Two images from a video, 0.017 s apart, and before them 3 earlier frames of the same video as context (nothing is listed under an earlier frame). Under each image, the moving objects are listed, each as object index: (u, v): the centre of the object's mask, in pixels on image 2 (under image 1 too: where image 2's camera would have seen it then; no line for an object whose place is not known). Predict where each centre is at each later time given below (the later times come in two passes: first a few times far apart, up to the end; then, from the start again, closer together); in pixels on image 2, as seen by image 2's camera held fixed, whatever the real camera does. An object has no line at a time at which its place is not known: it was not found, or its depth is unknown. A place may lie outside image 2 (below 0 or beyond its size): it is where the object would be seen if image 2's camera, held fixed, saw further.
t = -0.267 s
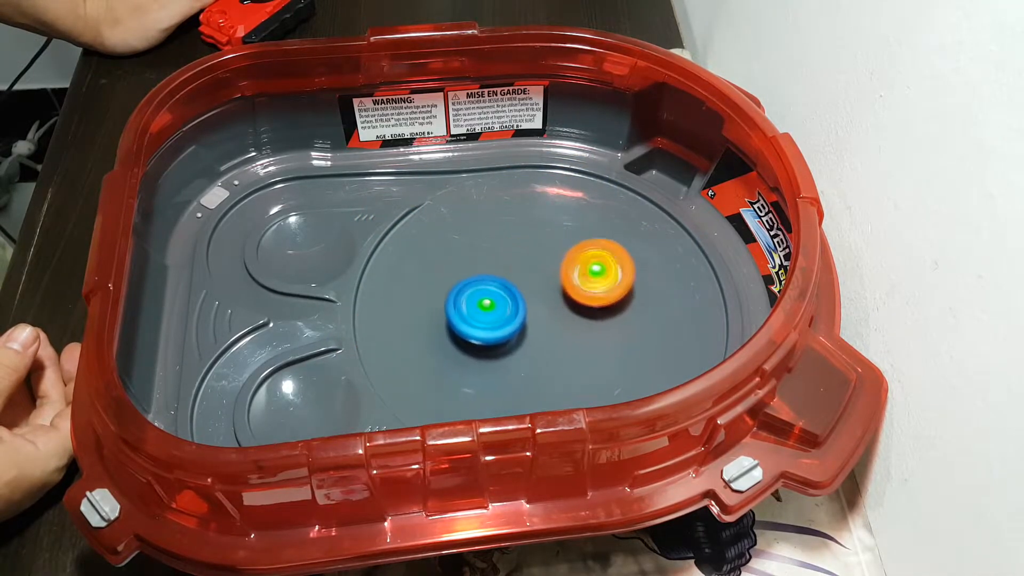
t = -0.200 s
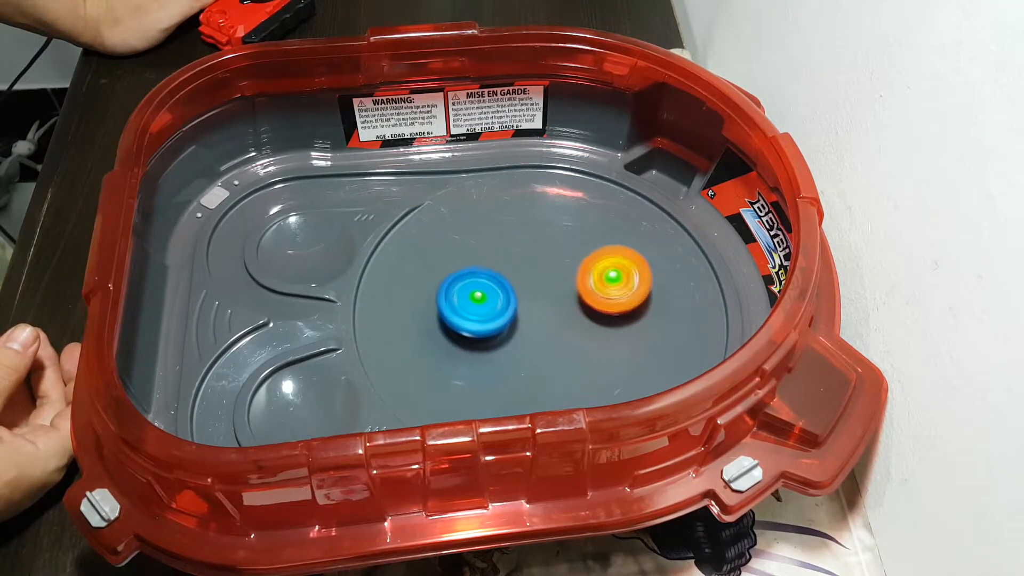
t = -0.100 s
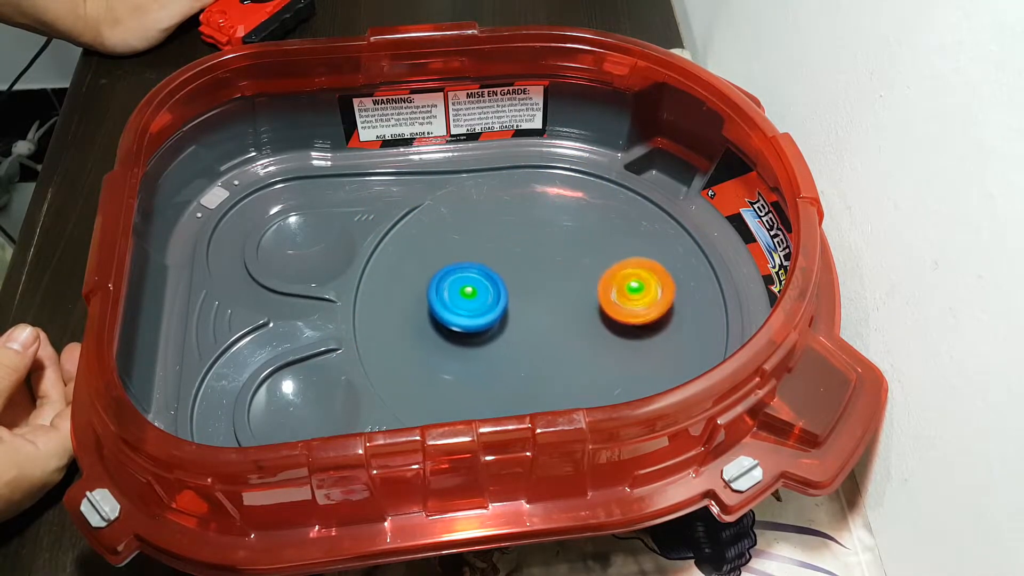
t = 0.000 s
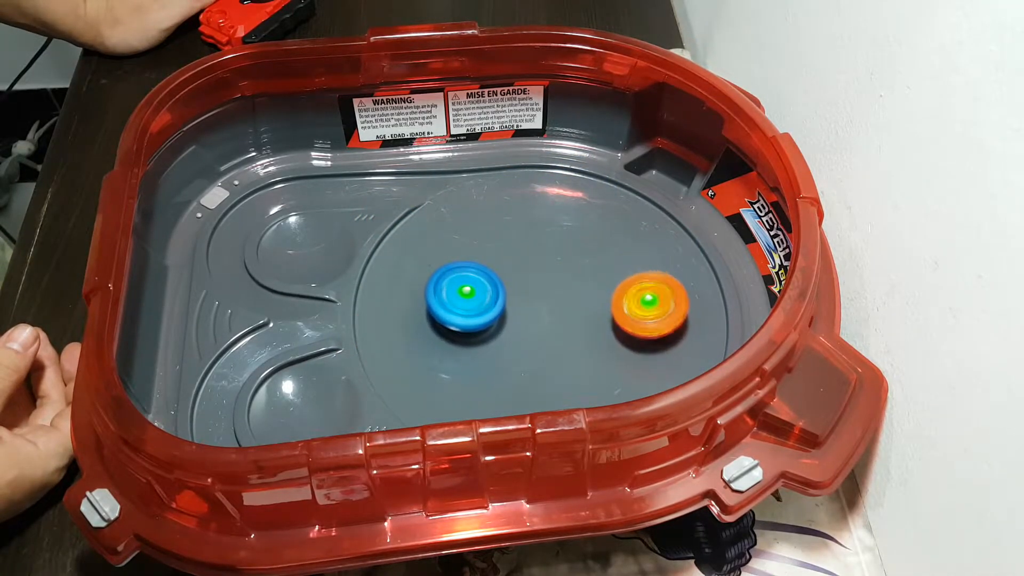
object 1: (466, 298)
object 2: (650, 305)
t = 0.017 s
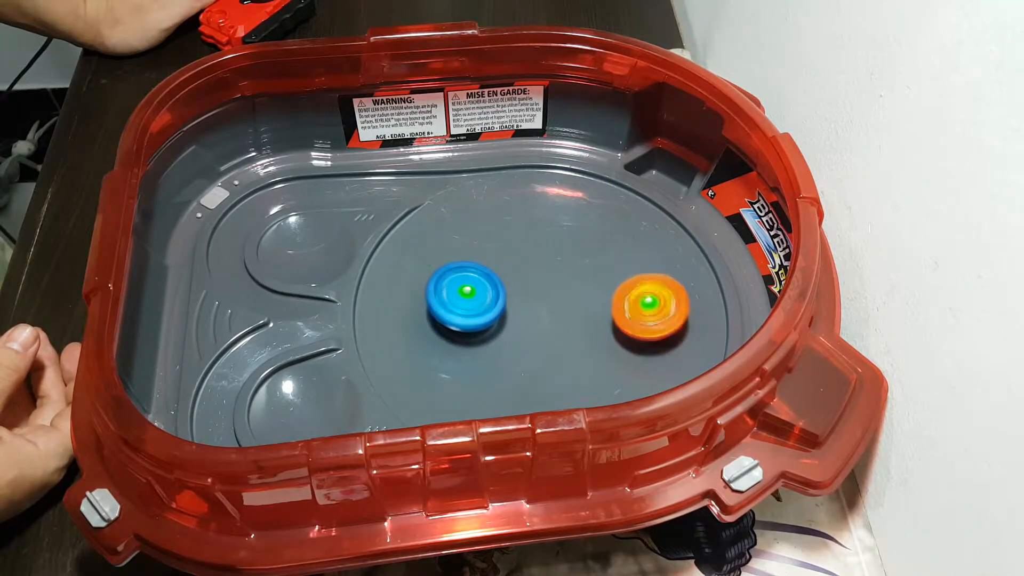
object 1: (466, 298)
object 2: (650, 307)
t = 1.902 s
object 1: (618, 341)
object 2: (562, 263)
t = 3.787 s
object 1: (488, 250)
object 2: (574, 295)
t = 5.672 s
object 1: (447, 331)
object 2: (535, 291)
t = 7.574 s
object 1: (554, 368)
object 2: (531, 296)
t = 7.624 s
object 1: (548, 373)
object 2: (534, 299)
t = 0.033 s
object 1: (467, 298)
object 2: (651, 309)
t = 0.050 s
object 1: (468, 297)
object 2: (650, 310)
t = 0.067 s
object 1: (470, 297)
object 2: (650, 312)
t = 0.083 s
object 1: (471, 297)
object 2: (648, 314)
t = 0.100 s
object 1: (474, 297)
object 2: (645, 315)
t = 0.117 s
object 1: (475, 296)
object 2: (643, 317)
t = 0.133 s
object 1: (478, 296)
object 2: (640, 319)
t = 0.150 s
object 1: (480, 295)
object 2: (637, 321)
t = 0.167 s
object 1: (482, 293)
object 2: (633, 323)
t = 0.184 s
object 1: (483, 292)
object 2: (628, 325)
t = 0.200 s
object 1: (486, 291)
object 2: (624, 327)
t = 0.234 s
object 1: (489, 287)
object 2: (614, 331)
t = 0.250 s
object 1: (492, 286)
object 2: (610, 333)
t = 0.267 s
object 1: (494, 284)
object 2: (605, 335)
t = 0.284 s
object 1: (495, 282)
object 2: (600, 336)
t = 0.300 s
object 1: (497, 280)
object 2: (595, 338)
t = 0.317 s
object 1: (498, 277)
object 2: (590, 339)
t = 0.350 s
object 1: (500, 274)
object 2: (580, 342)
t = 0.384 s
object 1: (501, 270)
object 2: (570, 343)
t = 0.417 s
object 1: (503, 266)
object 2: (560, 344)
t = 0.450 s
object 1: (503, 263)
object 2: (550, 344)
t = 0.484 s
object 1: (503, 261)
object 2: (539, 343)
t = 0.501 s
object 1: (503, 261)
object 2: (535, 343)
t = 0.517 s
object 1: (503, 260)
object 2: (530, 342)
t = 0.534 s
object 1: (503, 261)
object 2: (525, 341)
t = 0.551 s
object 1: (503, 261)
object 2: (520, 340)
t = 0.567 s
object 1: (503, 261)
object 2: (515, 339)
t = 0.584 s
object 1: (503, 261)
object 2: (510, 337)
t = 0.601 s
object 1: (503, 262)
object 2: (506, 336)
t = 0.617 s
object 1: (504, 263)
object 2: (501, 334)
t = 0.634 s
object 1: (504, 264)
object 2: (497, 333)
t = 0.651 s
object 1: (505, 266)
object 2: (492, 331)
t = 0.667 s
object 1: (507, 266)
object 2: (488, 328)
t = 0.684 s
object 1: (509, 267)
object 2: (483, 327)
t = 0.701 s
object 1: (512, 266)
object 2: (477, 327)
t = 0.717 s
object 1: (515, 265)
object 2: (473, 326)
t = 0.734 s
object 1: (518, 263)
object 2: (468, 325)
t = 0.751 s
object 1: (521, 262)
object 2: (463, 323)
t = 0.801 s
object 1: (527, 256)
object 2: (452, 317)
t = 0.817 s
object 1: (529, 253)
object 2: (449, 314)
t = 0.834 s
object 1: (530, 252)
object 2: (445, 312)
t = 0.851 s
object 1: (531, 250)
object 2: (443, 309)
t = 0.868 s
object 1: (532, 248)
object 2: (440, 306)
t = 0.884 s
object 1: (533, 247)
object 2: (437, 303)
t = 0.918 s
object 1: (534, 245)
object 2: (432, 297)
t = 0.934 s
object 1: (534, 245)
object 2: (430, 294)
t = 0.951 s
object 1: (534, 245)
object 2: (428, 291)
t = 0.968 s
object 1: (535, 245)
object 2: (426, 288)
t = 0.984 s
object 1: (534, 245)
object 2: (425, 285)
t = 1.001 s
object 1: (535, 246)
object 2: (424, 282)
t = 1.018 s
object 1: (535, 247)
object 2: (422, 279)
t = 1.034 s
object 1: (535, 248)
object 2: (422, 275)
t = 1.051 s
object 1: (535, 250)
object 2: (421, 272)
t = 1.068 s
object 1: (535, 252)
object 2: (421, 269)
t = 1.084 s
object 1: (535, 254)
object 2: (421, 266)
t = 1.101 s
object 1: (536, 256)
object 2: (421, 264)
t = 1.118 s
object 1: (537, 258)
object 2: (422, 261)
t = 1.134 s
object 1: (538, 261)
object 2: (423, 258)
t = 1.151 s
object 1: (539, 263)
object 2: (424, 256)
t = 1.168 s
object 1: (540, 265)
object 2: (425, 253)
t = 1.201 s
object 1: (544, 270)
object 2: (429, 249)
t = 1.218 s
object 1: (546, 273)
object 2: (432, 247)
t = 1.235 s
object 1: (548, 276)
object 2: (434, 246)
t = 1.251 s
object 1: (551, 278)
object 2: (437, 244)
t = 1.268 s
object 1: (553, 280)
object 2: (440, 242)
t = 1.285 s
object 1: (556, 283)
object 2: (443, 241)
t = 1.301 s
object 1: (559, 285)
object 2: (446, 240)
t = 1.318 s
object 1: (561, 287)
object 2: (451, 239)
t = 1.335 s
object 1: (564, 289)
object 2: (454, 239)
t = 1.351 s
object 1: (567, 290)
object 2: (458, 238)
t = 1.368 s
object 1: (569, 292)
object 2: (463, 237)
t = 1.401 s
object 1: (575, 295)
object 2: (471, 237)
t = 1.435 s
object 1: (580, 297)
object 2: (479, 237)
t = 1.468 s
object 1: (585, 300)
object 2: (488, 238)
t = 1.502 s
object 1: (589, 301)
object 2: (497, 239)
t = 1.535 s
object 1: (593, 301)
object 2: (505, 241)
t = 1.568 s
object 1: (596, 302)
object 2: (513, 243)
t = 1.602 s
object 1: (597, 302)
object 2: (521, 246)
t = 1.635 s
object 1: (596, 301)
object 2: (529, 249)
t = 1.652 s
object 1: (596, 302)
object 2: (533, 252)
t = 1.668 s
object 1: (595, 301)
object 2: (536, 253)
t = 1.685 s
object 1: (594, 303)
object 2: (539, 253)
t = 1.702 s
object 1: (596, 307)
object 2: (540, 252)
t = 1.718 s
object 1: (598, 311)
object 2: (539, 251)
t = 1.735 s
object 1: (600, 315)
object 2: (541, 249)
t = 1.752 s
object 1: (603, 319)
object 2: (543, 249)
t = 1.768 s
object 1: (604, 322)
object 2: (544, 250)
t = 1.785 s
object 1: (606, 325)
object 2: (547, 251)
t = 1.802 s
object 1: (608, 328)
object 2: (550, 252)
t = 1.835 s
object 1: (612, 333)
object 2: (554, 255)
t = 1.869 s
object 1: (615, 338)
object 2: (558, 258)
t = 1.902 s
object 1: (618, 341)
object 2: (562, 263)
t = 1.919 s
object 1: (619, 343)
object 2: (563, 264)
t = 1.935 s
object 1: (620, 344)
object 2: (566, 266)
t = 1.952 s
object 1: (621, 346)
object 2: (568, 269)
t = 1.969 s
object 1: (621, 346)
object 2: (568, 270)
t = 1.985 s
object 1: (621, 347)
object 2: (571, 272)
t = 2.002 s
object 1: (621, 348)
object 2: (572, 276)
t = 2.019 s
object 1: (620, 348)
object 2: (573, 278)
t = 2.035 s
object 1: (619, 348)
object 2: (575, 280)
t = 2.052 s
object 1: (617, 348)
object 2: (576, 283)
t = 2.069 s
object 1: (615, 349)
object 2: (577, 285)
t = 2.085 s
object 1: (612, 349)
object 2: (578, 287)
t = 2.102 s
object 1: (610, 351)
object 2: (578, 288)
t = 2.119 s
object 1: (608, 355)
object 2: (577, 287)
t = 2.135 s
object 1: (606, 357)
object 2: (578, 287)
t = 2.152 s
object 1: (604, 360)
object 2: (577, 288)
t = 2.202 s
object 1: (598, 367)
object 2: (573, 289)
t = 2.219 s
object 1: (596, 368)
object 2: (571, 289)
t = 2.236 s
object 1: (593, 370)
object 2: (570, 290)
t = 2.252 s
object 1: (591, 371)
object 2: (568, 291)
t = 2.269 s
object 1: (588, 372)
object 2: (566, 292)
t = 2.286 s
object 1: (586, 373)
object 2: (564, 293)
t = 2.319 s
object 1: (579, 375)
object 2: (559, 297)
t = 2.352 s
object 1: (572, 376)
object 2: (554, 301)
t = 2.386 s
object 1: (565, 377)
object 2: (550, 303)
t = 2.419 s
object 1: (557, 377)
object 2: (545, 308)
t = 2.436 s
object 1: (553, 377)
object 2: (543, 309)
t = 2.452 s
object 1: (548, 378)
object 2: (543, 310)
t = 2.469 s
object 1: (542, 381)
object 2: (543, 308)
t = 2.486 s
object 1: (536, 384)
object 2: (542, 304)
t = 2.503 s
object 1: (532, 386)
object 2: (542, 301)
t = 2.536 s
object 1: (522, 389)
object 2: (541, 296)
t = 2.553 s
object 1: (518, 390)
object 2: (540, 293)
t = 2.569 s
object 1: (514, 391)
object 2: (539, 290)
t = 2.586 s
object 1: (510, 392)
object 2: (538, 288)
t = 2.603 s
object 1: (506, 392)
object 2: (537, 286)
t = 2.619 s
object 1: (503, 393)
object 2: (535, 282)
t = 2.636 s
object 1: (499, 393)
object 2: (534, 280)
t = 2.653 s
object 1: (496, 394)
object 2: (532, 278)
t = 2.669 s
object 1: (492, 394)
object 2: (530, 275)
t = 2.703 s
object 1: (486, 394)
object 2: (526, 271)
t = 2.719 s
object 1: (482, 394)
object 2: (524, 269)
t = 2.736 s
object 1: (480, 394)
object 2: (522, 267)
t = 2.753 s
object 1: (477, 394)
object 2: (520, 266)
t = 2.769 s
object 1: (474, 393)
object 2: (517, 265)
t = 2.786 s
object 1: (471, 392)
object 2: (514, 263)
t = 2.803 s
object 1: (469, 392)
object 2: (512, 263)
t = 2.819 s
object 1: (467, 390)
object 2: (509, 263)
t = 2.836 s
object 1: (465, 389)
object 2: (506, 262)
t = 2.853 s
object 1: (463, 387)
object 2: (504, 262)
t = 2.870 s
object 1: (461, 385)
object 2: (502, 263)
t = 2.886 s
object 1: (459, 383)
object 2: (499, 264)
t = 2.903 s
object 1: (456, 379)
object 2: (497, 264)
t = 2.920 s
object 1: (454, 375)
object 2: (495, 265)
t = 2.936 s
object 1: (451, 372)
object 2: (493, 267)
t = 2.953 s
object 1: (449, 367)
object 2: (491, 269)
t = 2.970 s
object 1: (447, 364)
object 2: (490, 270)
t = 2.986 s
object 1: (445, 359)
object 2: (489, 273)
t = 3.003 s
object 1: (443, 355)
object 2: (488, 276)
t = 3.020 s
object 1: (442, 351)
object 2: (488, 278)
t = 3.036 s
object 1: (440, 347)
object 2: (488, 280)
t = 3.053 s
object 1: (439, 343)
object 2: (489, 284)
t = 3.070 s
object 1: (439, 338)
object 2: (489, 286)
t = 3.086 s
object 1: (435, 335)
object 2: (491, 287)
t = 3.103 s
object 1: (431, 333)
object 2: (496, 287)
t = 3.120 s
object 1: (427, 332)
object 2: (500, 288)
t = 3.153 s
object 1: (421, 329)
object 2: (509, 288)
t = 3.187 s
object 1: (415, 325)
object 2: (516, 289)
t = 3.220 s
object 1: (410, 321)
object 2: (522, 289)
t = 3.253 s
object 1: (406, 319)
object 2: (528, 290)
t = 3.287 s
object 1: (403, 315)
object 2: (534, 290)
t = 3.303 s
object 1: (402, 314)
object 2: (538, 291)
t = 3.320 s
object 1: (401, 313)
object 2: (541, 290)
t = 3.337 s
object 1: (401, 311)
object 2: (545, 291)
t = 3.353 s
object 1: (402, 310)
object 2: (548, 292)
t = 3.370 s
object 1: (403, 308)
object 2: (551, 292)
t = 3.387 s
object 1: (406, 307)
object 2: (554, 291)
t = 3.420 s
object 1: (410, 303)
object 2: (560, 292)
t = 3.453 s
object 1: (415, 298)
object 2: (566, 292)
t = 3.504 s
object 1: (425, 291)
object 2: (572, 292)
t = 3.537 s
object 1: (431, 286)
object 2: (576, 293)
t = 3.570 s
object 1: (438, 280)
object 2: (579, 292)
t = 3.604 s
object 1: (446, 275)
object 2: (581, 293)
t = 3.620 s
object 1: (450, 273)
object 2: (581, 292)
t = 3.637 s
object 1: (454, 270)
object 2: (582, 292)
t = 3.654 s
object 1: (457, 268)
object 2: (582, 293)
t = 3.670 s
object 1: (461, 266)
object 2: (581, 293)
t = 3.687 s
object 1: (465, 263)
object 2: (581, 292)
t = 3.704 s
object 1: (469, 261)
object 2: (581, 293)
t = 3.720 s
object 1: (472, 258)
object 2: (579, 293)
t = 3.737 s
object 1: (477, 256)
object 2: (578, 293)
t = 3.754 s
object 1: (480, 254)
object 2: (577, 293)
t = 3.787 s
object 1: (488, 250)
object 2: (574, 295)
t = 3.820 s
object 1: (495, 246)
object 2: (571, 296)
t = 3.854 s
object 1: (503, 242)
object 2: (566, 299)
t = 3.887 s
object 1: (510, 239)
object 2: (562, 299)
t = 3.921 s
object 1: (517, 237)
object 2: (556, 302)
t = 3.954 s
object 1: (524, 234)
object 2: (552, 303)
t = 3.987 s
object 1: (531, 232)
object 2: (545, 306)
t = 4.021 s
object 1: (537, 232)
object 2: (540, 308)
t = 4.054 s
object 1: (543, 232)
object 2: (533, 310)
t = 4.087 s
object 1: (549, 232)
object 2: (527, 312)
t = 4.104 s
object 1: (552, 233)
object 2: (524, 313)
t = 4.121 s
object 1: (555, 232)
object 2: (521, 314)
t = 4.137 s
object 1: (558, 233)
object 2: (519, 315)
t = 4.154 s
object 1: (561, 233)
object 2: (516, 316)
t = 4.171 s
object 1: (563, 234)
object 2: (513, 317)
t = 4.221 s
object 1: (572, 237)
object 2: (504, 320)
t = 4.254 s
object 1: (577, 240)
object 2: (499, 321)
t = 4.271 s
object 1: (580, 242)
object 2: (496, 322)
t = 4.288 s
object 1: (583, 243)
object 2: (494, 324)
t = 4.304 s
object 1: (585, 245)
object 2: (491, 324)
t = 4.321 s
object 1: (588, 248)
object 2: (489, 325)
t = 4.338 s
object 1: (590, 250)
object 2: (488, 327)
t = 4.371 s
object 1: (595, 255)
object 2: (483, 327)
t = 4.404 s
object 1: (599, 260)
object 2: (482, 329)
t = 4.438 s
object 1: (602, 266)
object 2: (479, 329)
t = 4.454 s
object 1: (604, 269)
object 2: (479, 330)
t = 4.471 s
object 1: (605, 272)
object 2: (478, 330)
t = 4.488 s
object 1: (607, 275)
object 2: (477, 331)
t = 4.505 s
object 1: (608, 278)
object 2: (478, 330)
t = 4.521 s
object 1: (609, 281)
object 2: (478, 330)
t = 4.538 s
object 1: (610, 285)
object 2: (478, 331)
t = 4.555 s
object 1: (611, 288)
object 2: (478, 330)
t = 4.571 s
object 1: (611, 291)
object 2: (479, 329)
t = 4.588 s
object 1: (612, 294)
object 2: (481, 329)
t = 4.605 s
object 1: (613, 297)
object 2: (481, 329)
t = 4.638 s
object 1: (613, 304)
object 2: (483, 326)
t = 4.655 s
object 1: (613, 307)
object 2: (485, 326)
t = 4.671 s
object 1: (613, 310)
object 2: (485, 325)
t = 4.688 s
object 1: (613, 314)
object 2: (486, 323)
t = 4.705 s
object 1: (612, 316)
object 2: (489, 322)
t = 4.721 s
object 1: (612, 320)
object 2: (491, 321)
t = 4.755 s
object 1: (610, 325)
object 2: (493, 318)
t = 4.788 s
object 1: (608, 331)
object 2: (498, 314)
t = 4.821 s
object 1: (605, 337)
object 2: (501, 310)
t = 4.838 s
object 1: (603, 340)
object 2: (503, 308)
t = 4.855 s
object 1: (601, 343)
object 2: (506, 306)
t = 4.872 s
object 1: (599, 346)
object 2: (507, 304)
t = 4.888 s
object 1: (596, 348)
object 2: (508, 302)
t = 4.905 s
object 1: (594, 351)
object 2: (511, 300)
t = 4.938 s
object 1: (588, 355)
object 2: (514, 296)
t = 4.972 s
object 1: (582, 359)
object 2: (518, 293)
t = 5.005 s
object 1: (576, 363)
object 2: (522, 289)
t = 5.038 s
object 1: (569, 366)
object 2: (525, 286)
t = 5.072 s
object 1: (562, 369)
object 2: (528, 282)
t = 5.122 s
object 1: (551, 373)
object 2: (533, 277)
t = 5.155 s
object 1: (543, 374)
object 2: (536, 273)
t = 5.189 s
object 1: (535, 375)
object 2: (539, 270)
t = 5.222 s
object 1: (527, 375)
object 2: (540, 266)
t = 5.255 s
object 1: (520, 375)
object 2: (541, 265)
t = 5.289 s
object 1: (512, 374)
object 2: (541, 262)
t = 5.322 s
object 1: (504, 373)
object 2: (541, 262)
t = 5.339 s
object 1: (500, 372)
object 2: (541, 262)
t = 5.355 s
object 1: (496, 371)
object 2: (541, 261)
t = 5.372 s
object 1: (493, 370)
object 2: (541, 262)
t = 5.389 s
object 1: (489, 368)
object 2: (540, 262)
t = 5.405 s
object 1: (485, 367)
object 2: (539, 262)
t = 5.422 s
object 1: (482, 365)
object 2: (540, 262)
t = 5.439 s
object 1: (479, 364)
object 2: (540, 264)
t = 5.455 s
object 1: (476, 362)
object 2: (538, 264)
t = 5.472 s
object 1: (473, 360)
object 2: (538, 265)
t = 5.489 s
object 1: (470, 358)
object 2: (537, 267)
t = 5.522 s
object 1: (465, 354)
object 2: (536, 271)
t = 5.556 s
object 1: (460, 349)
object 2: (536, 275)
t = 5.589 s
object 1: (455, 345)
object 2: (536, 280)
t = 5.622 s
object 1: (452, 339)
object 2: (535, 283)
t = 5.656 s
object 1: (448, 334)
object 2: (535, 289)
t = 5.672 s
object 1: (447, 331)
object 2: (535, 291)
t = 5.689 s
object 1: (445, 328)
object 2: (535, 292)
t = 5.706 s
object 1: (445, 326)
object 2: (536, 295)
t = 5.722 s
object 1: (444, 323)
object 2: (536, 298)
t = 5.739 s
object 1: (443, 319)
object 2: (536, 299)
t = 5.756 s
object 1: (442, 317)
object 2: (536, 302)
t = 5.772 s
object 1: (441, 314)
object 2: (536, 304)
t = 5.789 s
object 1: (441, 311)
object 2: (536, 307)
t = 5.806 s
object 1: (441, 308)
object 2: (536, 310)
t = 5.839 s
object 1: (441, 302)
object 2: (536, 314)
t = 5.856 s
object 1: (441, 299)
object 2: (536, 317)
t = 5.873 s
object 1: (441, 296)
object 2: (536, 318)
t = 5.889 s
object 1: (442, 293)
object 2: (536, 320)
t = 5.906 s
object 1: (442, 290)
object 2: (537, 322)
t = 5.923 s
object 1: (443, 288)
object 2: (537, 325)
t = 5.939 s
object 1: (444, 285)
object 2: (537, 327)
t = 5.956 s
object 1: (445, 283)
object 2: (537, 327)
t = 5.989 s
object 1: (448, 278)
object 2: (537, 332)
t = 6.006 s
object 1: (449, 275)
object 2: (536, 333)
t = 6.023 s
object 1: (450, 273)
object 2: (536, 333)
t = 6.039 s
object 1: (452, 271)
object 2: (538, 335)
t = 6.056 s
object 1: (454, 268)
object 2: (537, 337)
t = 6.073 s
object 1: (456, 266)
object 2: (536, 337)
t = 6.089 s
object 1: (458, 264)
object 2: (536, 337)
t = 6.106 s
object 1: (460, 262)
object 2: (537, 338)
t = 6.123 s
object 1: (462, 259)
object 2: (536, 339)
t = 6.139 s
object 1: (464, 258)
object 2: (535, 339)
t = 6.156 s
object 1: (466, 256)
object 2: (535, 339)
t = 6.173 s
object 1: (469, 254)
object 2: (535, 340)
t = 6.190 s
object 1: (471, 252)
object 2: (534, 340)
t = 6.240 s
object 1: (479, 248)
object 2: (532, 339)
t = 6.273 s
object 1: (484, 246)
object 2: (530, 339)
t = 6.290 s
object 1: (487, 245)
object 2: (529, 338)
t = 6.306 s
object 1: (490, 244)
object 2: (529, 337)
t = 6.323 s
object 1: (493, 244)
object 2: (529, 337)
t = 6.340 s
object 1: (496, 243)
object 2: (527, 336)
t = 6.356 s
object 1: (499, 243)
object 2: (526, 334)
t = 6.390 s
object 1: (506, 242)
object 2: (525, 333)
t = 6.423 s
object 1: (512, 242)
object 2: (522, 329)
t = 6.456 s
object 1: (519, 241)
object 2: (521, 327)
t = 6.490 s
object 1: (525, 241)
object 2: (517, 323)
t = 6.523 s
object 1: (532, 242)
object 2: (516, 320)
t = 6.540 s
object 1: (535, 243)
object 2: (515, 319)
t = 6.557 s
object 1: (538, 243)
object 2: (513, 317)
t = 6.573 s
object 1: (542, 245)
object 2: (512, 315)
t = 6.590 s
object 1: (545, 245)
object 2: (512, 312)
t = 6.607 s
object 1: (548, 246)
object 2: (511, 311)
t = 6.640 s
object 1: (555, 248)
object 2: (508, 308)
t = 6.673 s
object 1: (560, 250)
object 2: (507, 304)
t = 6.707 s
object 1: (566, 253)
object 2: (505, 300)
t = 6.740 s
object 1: (571, 256)
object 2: (503, 296)
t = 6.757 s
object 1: (574, 258)
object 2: (502, 294)
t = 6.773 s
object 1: (576, 260)
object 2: (501, 292)
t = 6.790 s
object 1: (578, 261)
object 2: (500, 290)
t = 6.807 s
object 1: (580, 263)
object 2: (500, 288)
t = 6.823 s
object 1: (582, 265)
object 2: (498, 286)
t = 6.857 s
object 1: (586, 269)
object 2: (496, 283)
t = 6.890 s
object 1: (590, 274)
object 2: (496, 281)
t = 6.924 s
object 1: (592, 279)
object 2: (493, 279)
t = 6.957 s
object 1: (595, 284)
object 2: (494, 277)
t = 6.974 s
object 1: (596, 287)
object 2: (493, 277)
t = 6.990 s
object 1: (597, 289)
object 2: (492, 276)
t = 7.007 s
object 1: (597, 292)
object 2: (493, 275)
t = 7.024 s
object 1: (598, 295)
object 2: (494, 275)
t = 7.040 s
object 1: (599, 297)
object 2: (493, 275)
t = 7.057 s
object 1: (599, 300)
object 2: (493, 274)
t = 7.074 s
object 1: (600, 303)
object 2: (494, 274)
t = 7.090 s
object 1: (600, 305)
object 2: (495, 275)
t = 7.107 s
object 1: (600, 308)
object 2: (495, 275)
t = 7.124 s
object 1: (600, 310)
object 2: (495, 274)
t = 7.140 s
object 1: (599, 313)
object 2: (497, 275)
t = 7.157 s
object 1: (599, 316)
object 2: (498, 275)
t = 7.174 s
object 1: (598, 317)
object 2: (499, 276)
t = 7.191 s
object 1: (598, 320)
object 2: (500, 277)
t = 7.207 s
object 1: (597, 322)
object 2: (501, 277)
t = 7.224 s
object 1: (596, 325)
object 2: (503, 277)
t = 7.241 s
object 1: (595, 328)
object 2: (505, 279)
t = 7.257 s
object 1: (594, 330)
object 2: (505, 279)
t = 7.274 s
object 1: (592, 332)
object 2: (506, 279)
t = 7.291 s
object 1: (591, 335)
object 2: (508, 280)
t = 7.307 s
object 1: (589, 337)
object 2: (511, 282)
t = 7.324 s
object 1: (587, 339)
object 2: (512, 283)
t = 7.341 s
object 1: (586, 341)
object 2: (512, 284)
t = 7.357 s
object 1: (583, 343)
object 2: (513, 284)
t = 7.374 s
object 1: (581, 344)
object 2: (516, 285)
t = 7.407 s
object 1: (576, 348)
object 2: (518, 288)
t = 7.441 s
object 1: (570, 350)
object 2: (521, 290)
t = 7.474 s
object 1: (565, 354)
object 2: (525, 294)
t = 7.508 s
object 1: (560, 359)
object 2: (527, 294)
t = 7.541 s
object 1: (557, 364)
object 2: (530, 297)
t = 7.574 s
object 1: (554, 368)
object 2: (531, 296)
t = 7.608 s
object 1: (550, 371)
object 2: (534, 299)
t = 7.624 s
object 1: (548, 373)
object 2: (534, 299)
